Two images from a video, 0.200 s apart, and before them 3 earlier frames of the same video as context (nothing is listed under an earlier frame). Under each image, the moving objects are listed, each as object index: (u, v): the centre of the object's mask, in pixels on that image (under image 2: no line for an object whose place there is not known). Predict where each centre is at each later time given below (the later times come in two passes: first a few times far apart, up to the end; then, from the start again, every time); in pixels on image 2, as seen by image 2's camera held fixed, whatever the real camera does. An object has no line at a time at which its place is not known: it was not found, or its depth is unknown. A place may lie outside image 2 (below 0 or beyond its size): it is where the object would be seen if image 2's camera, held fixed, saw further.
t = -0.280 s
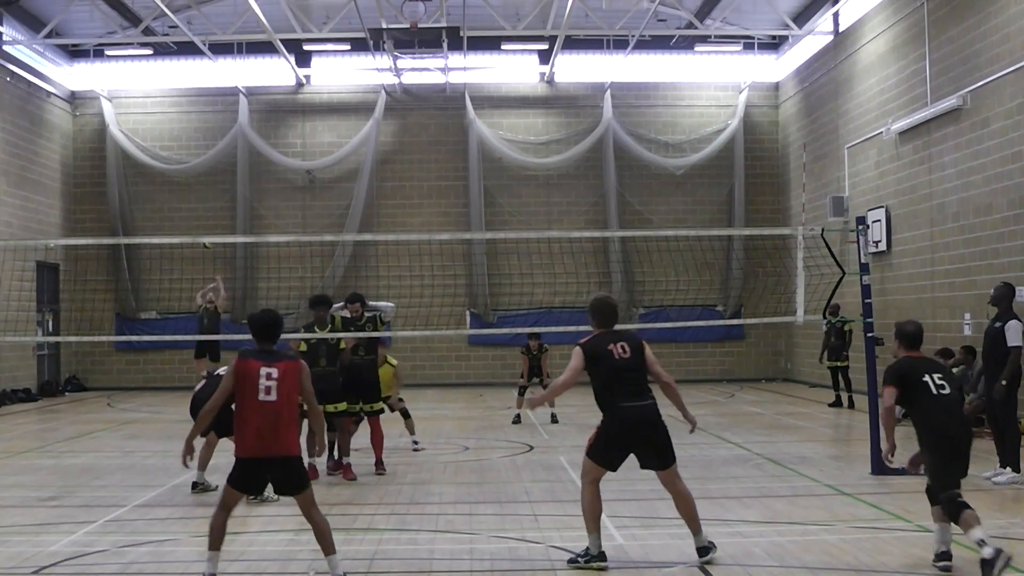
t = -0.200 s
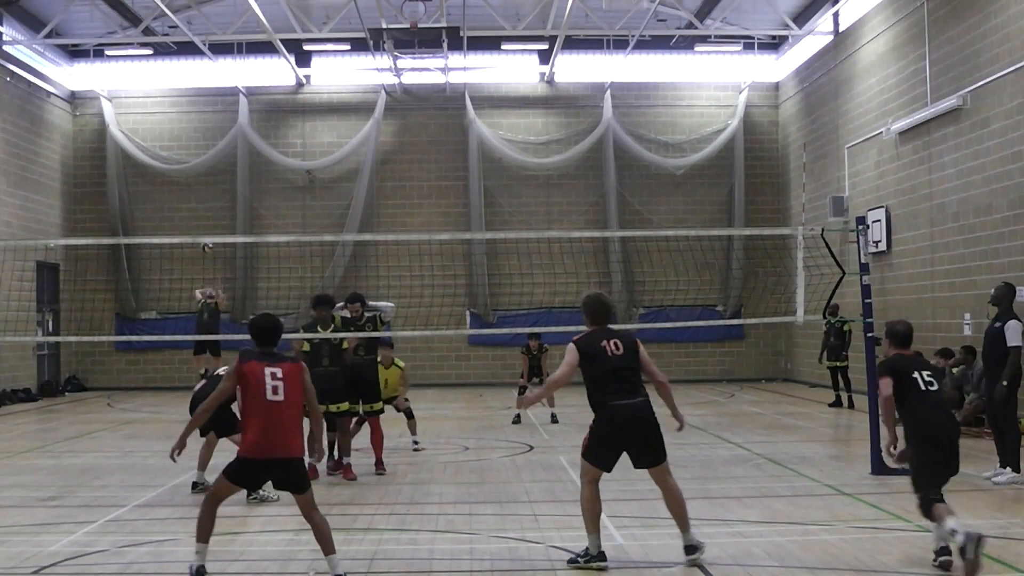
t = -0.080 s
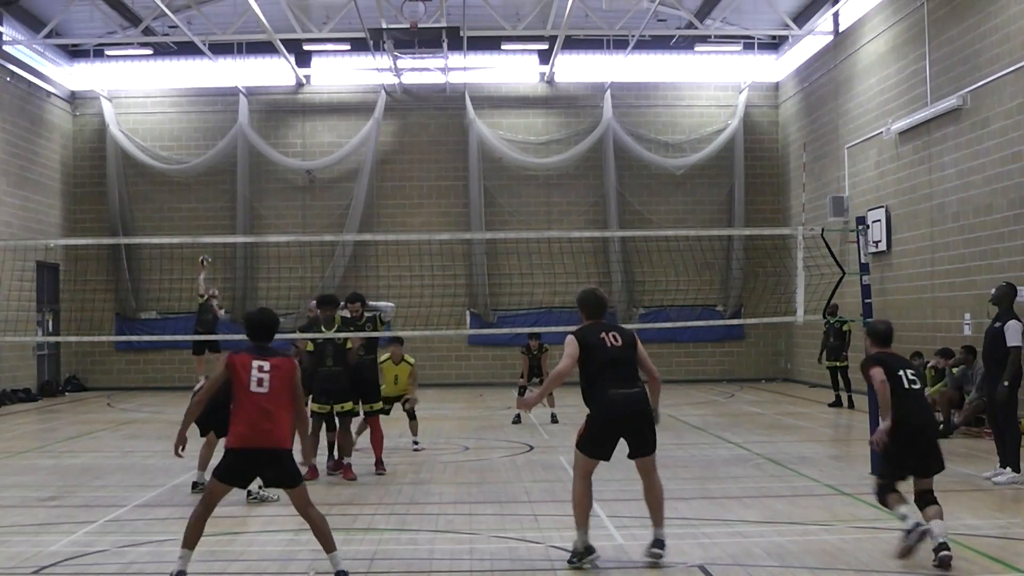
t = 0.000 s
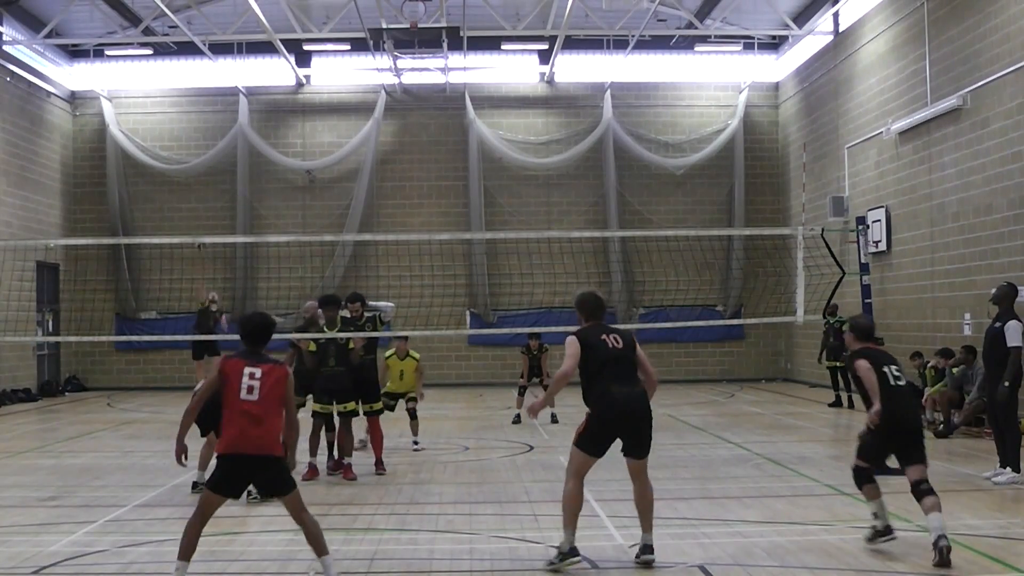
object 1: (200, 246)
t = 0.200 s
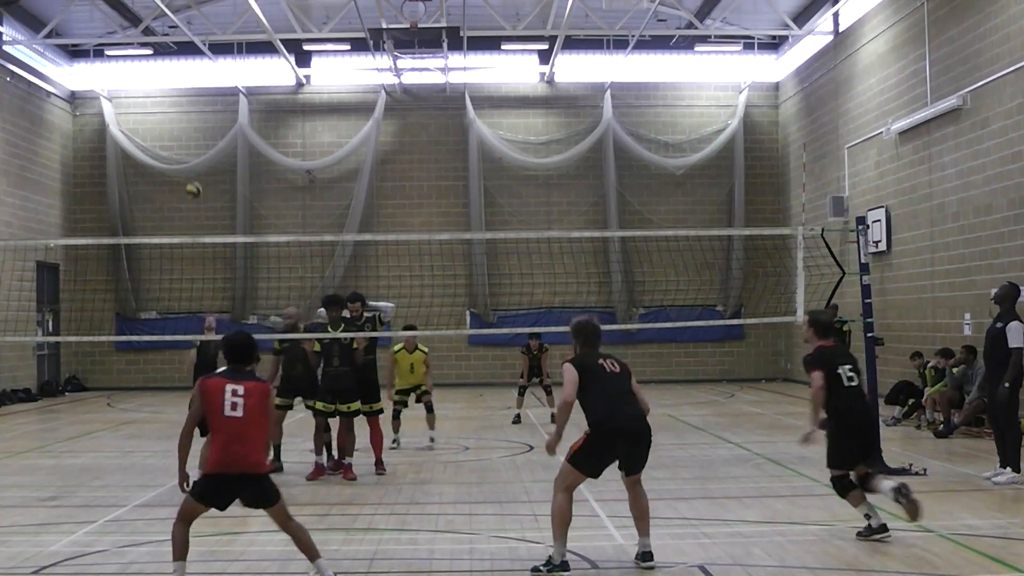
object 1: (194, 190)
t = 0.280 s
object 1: (193, 171)
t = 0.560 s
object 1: (200, 120)
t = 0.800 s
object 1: (195, 149)
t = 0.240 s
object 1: (193, 180)
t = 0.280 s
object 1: (193, 171)
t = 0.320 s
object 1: (193, 162)
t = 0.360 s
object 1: (193, 153)
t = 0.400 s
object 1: (195, 143)
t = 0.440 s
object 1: (196, 134)
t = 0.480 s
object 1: (197, 128)
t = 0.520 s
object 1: (199, 123)
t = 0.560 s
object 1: (200, 120)
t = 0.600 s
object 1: (200, 119)
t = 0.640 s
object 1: (200, 119)
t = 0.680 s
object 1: (200, 122)
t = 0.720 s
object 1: (199, 128)
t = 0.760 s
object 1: (197, 137)
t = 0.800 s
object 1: (195, 149)
